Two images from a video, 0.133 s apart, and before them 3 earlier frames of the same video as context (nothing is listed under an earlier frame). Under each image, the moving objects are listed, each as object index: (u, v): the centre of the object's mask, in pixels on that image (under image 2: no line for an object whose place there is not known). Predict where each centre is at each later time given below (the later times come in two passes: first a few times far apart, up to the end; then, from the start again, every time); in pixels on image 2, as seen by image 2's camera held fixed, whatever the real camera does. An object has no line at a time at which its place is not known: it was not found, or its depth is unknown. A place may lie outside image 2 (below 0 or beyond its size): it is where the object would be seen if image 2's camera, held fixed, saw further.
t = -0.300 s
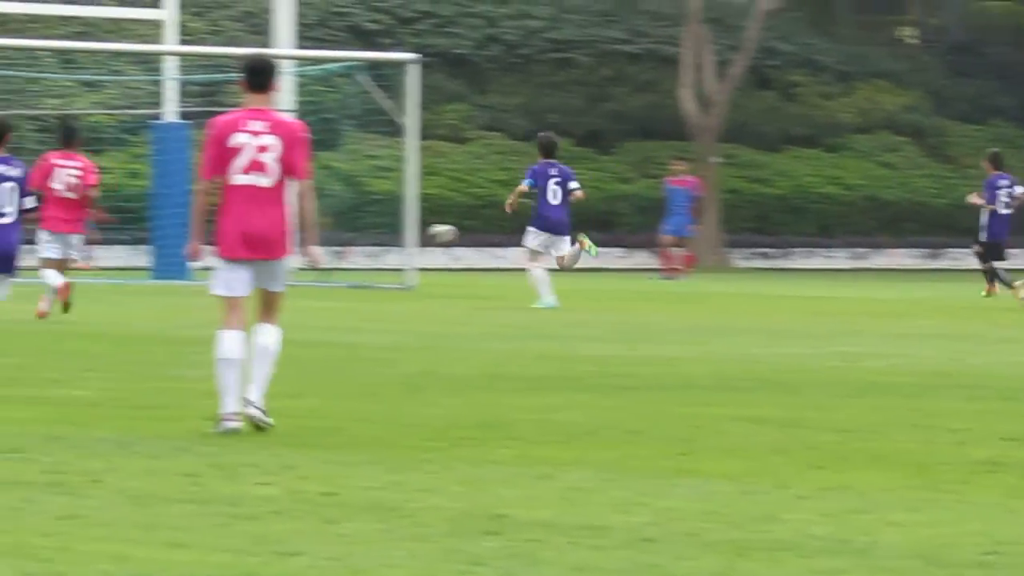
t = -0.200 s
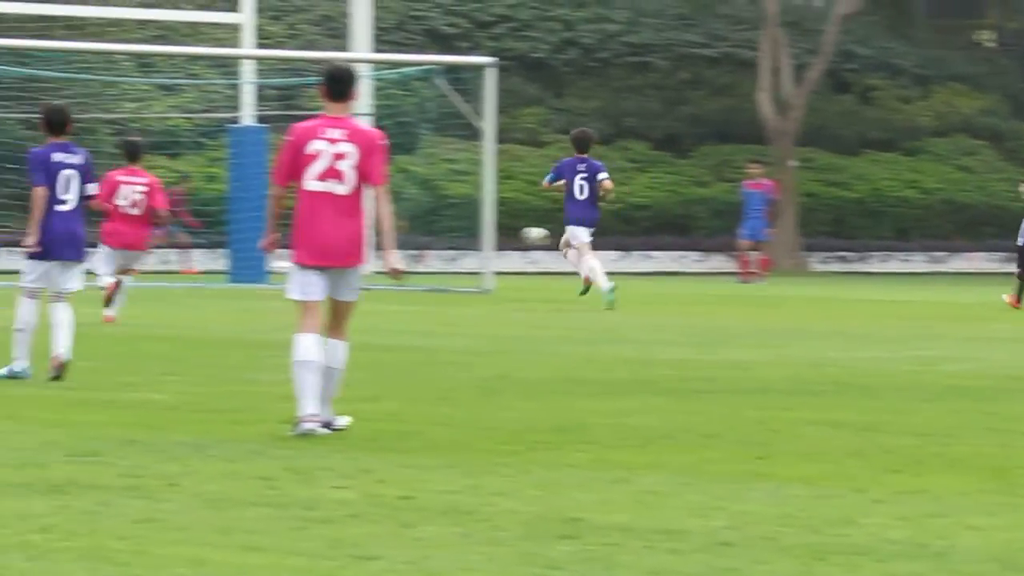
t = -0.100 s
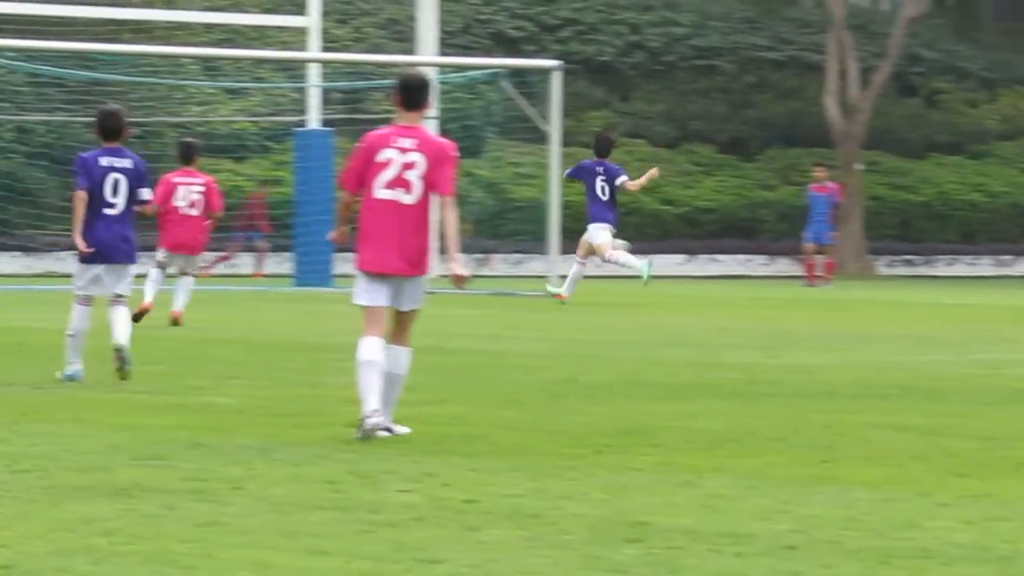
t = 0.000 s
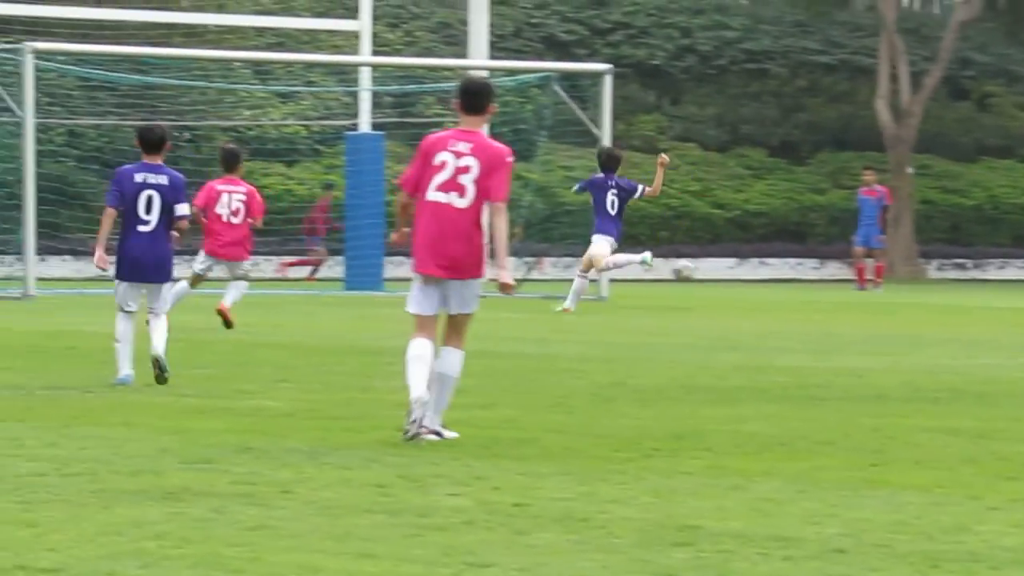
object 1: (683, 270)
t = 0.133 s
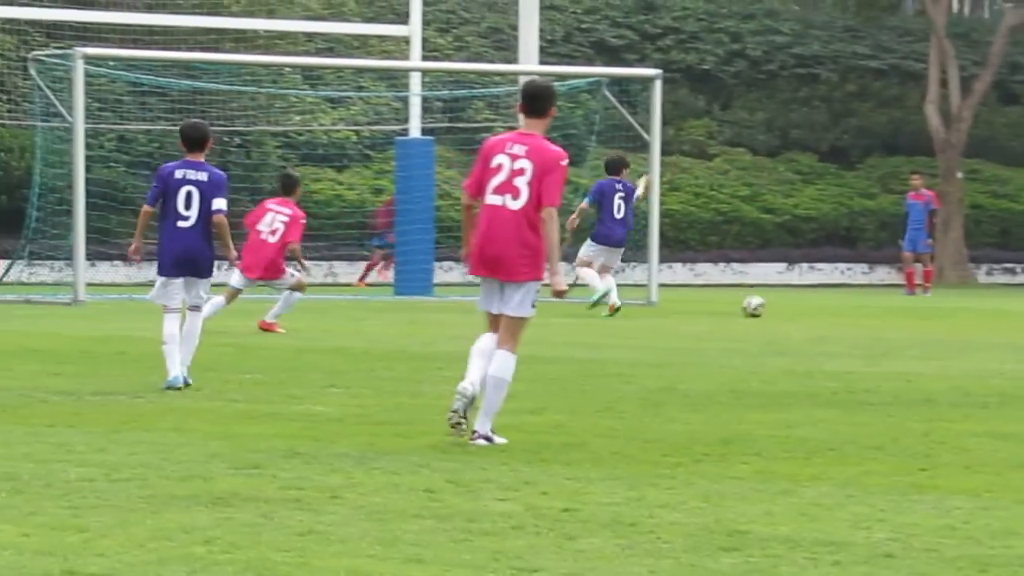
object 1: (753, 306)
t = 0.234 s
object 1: (760, 286)
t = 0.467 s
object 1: (776, 276)
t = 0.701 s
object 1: (791, 309)
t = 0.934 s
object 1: (812, 293)
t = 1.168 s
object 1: (831, 310)
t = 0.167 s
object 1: (756, 299)
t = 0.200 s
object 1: (758, 292)
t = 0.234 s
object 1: (760, 286)
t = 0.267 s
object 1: (762, 281)
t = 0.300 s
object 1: (764, 278)
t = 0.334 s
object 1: (767, 275)
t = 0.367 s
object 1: (769, 274)
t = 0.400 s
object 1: (772, 274)
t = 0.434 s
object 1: (773, 274)
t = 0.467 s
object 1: (776, 276)
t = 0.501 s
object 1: (778, 279)
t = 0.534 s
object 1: (780, 284)
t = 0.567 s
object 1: (782, 289)
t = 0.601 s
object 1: (784, 295)
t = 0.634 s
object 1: (786, 303)
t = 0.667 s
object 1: (788, 311)
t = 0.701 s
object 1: (791, 309)
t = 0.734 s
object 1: (795, 304)
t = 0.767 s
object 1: (797, 299)
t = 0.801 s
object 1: (799, 296)
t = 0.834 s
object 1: (803, 294)
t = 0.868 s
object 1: (806, 292)
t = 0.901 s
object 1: (809, 292)
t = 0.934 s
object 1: (812, 293)
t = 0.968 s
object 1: (815, 295)
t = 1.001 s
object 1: (818, 299)
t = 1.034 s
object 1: (821, 304)
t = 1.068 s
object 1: (824, 309)
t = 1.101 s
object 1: (827, 316)
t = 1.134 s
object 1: (829, 315)
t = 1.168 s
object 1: (831, 310)
